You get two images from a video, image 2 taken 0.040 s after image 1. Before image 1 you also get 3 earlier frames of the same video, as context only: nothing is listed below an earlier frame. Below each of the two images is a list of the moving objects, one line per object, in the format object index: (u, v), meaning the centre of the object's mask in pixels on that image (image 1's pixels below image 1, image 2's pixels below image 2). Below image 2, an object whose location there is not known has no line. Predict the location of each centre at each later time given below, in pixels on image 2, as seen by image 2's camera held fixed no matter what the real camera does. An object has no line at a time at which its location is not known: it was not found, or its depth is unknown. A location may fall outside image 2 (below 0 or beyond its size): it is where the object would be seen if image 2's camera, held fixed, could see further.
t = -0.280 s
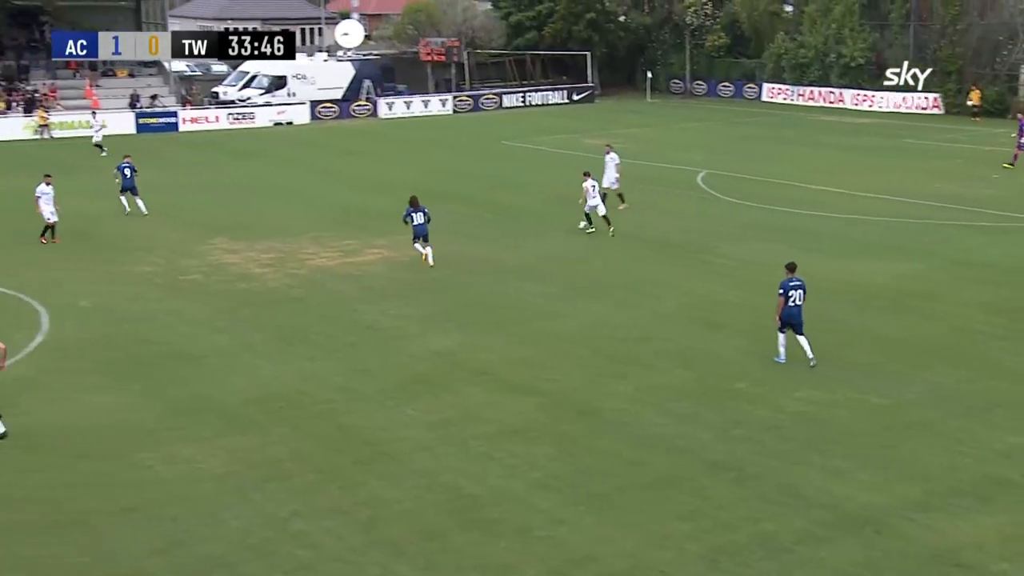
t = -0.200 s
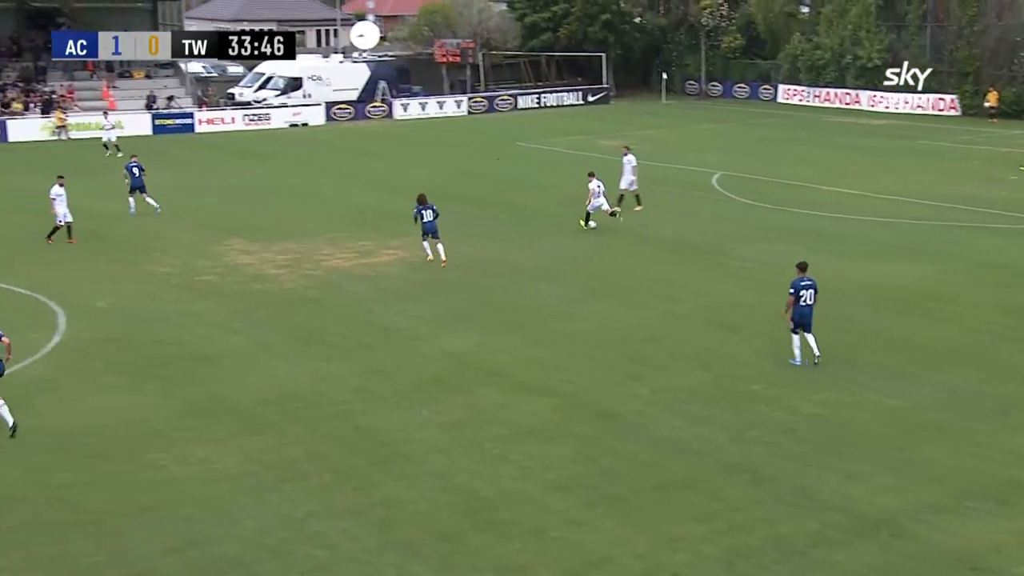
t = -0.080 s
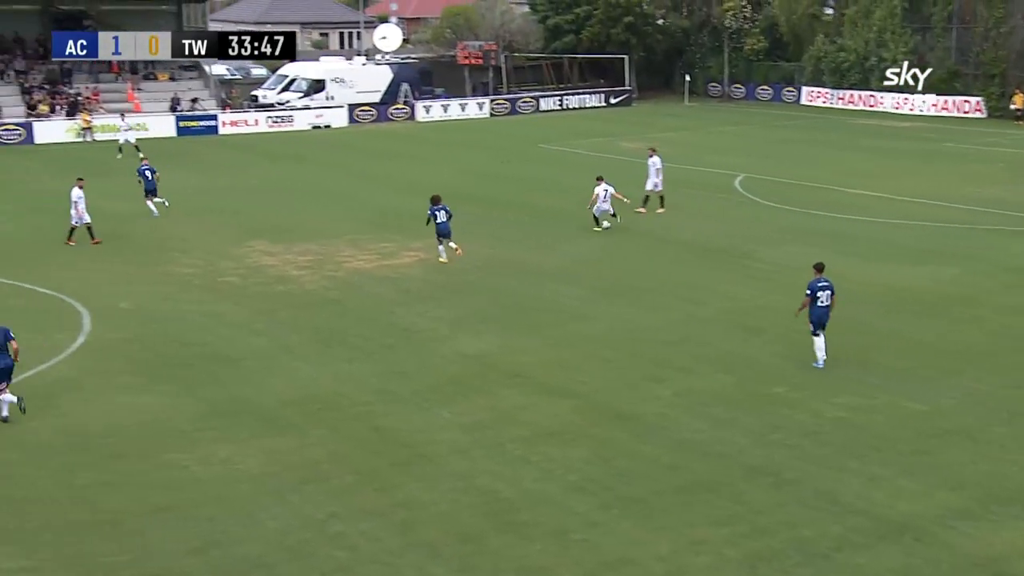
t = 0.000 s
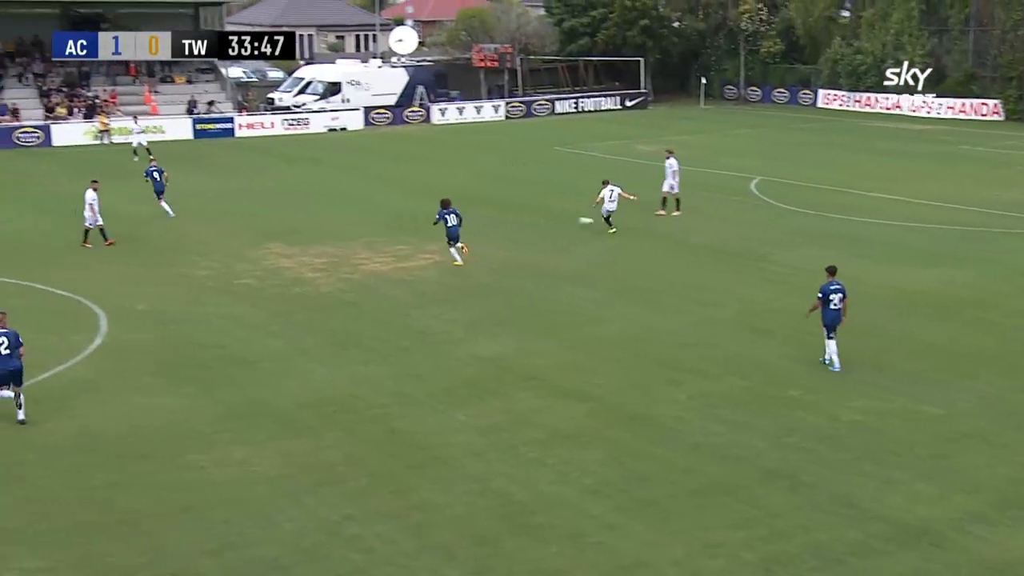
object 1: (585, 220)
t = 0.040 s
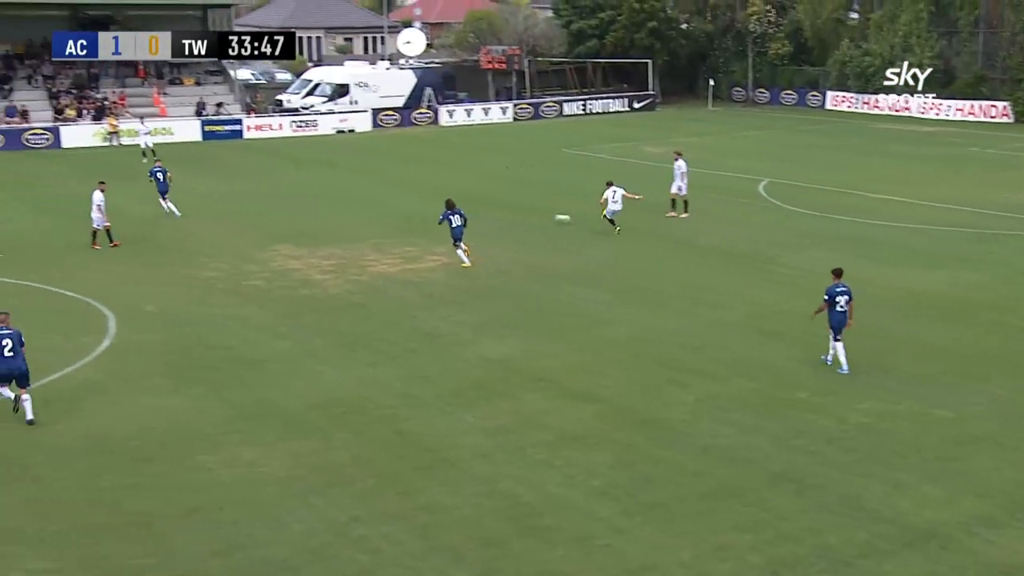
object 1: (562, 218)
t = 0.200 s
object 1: (453, 206)
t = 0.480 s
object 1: (295, 194)
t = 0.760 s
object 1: (176, 183)
